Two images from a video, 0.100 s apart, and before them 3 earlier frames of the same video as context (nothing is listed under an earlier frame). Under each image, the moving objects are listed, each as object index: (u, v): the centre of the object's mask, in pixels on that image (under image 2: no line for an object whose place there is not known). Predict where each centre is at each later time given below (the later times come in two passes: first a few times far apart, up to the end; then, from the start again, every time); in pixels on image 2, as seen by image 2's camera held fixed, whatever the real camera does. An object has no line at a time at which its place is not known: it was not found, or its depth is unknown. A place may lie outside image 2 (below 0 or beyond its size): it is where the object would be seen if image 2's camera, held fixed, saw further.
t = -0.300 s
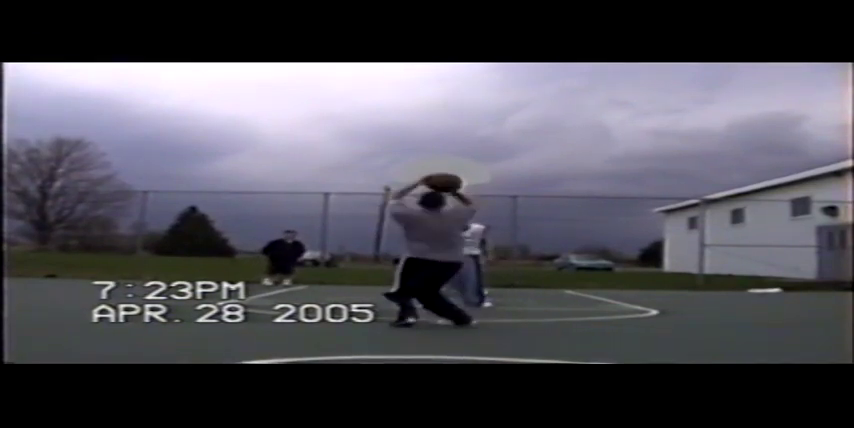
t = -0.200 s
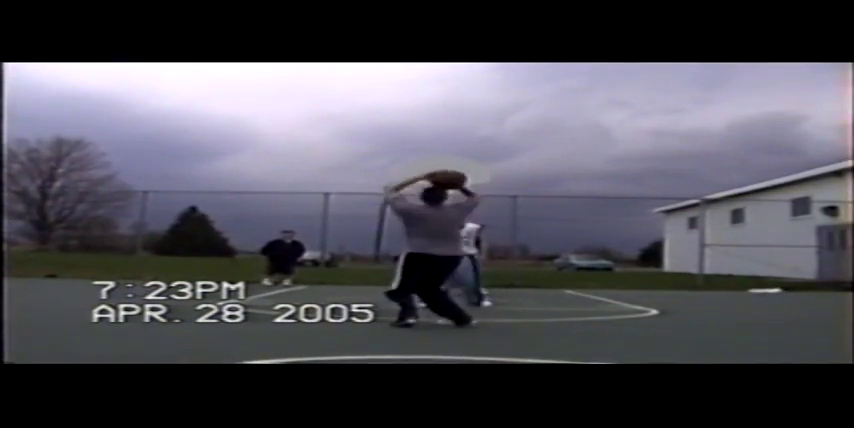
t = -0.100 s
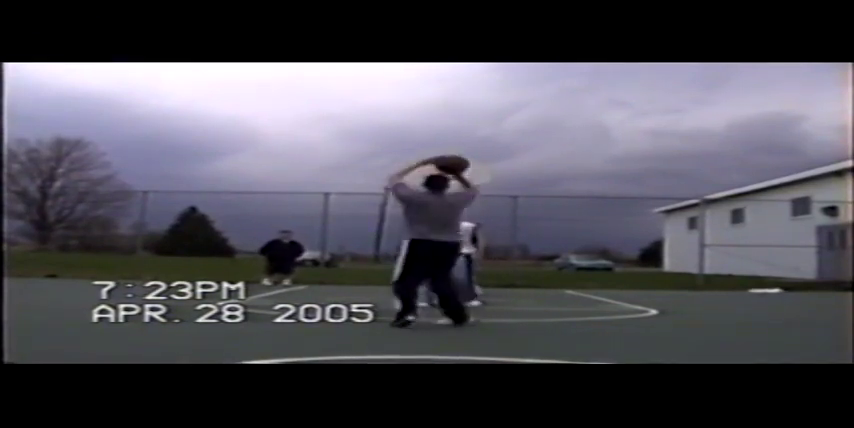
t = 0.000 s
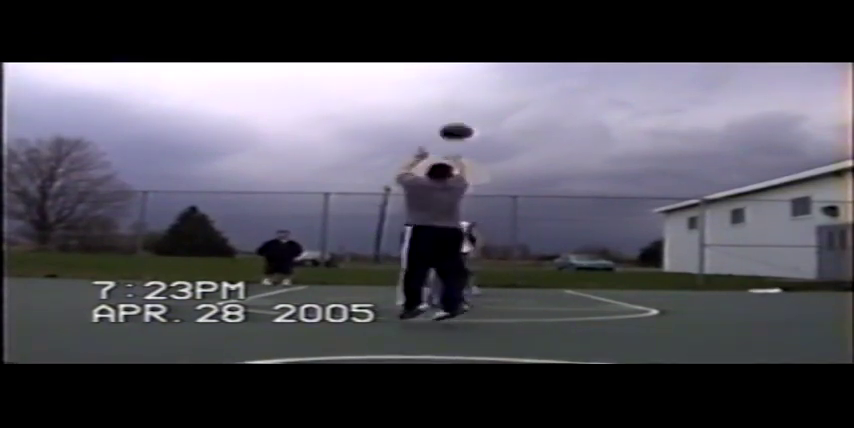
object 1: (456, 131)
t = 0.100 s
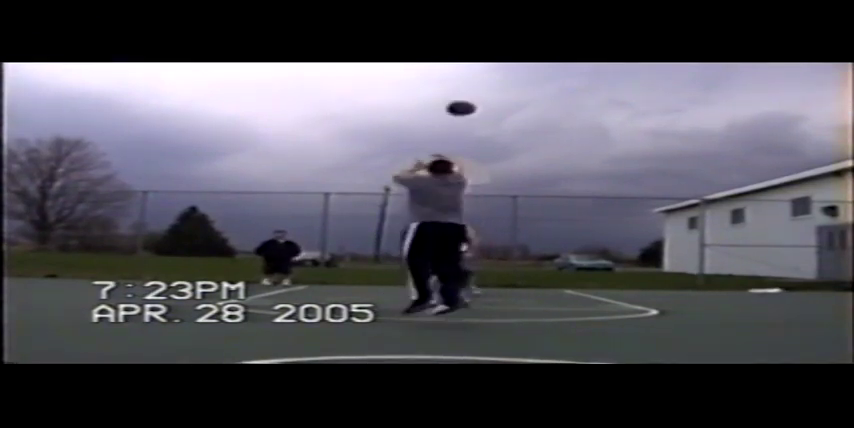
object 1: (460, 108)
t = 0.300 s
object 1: (466, 88)
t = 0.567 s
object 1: (468, 96)
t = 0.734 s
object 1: (469, 114)
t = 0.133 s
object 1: (462, 102)
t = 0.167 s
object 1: (463, 98)
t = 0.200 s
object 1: (464, 95)
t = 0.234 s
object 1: (465, 92)
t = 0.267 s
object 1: (466, 90)
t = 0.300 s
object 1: (466, 88)
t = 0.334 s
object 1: (467, 88)
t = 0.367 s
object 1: (467, 87)
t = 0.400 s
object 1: (467, 88)
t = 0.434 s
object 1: (468, 88)
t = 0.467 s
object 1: (468, 90)
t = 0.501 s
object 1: (468, 91)
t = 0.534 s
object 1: (468, 93)
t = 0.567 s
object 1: (468, 96)
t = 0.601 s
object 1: (468, 99)
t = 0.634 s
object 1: (469, 102)
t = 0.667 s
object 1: (469, 106)
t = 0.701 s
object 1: (468, 109)
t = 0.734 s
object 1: (469, 114)
